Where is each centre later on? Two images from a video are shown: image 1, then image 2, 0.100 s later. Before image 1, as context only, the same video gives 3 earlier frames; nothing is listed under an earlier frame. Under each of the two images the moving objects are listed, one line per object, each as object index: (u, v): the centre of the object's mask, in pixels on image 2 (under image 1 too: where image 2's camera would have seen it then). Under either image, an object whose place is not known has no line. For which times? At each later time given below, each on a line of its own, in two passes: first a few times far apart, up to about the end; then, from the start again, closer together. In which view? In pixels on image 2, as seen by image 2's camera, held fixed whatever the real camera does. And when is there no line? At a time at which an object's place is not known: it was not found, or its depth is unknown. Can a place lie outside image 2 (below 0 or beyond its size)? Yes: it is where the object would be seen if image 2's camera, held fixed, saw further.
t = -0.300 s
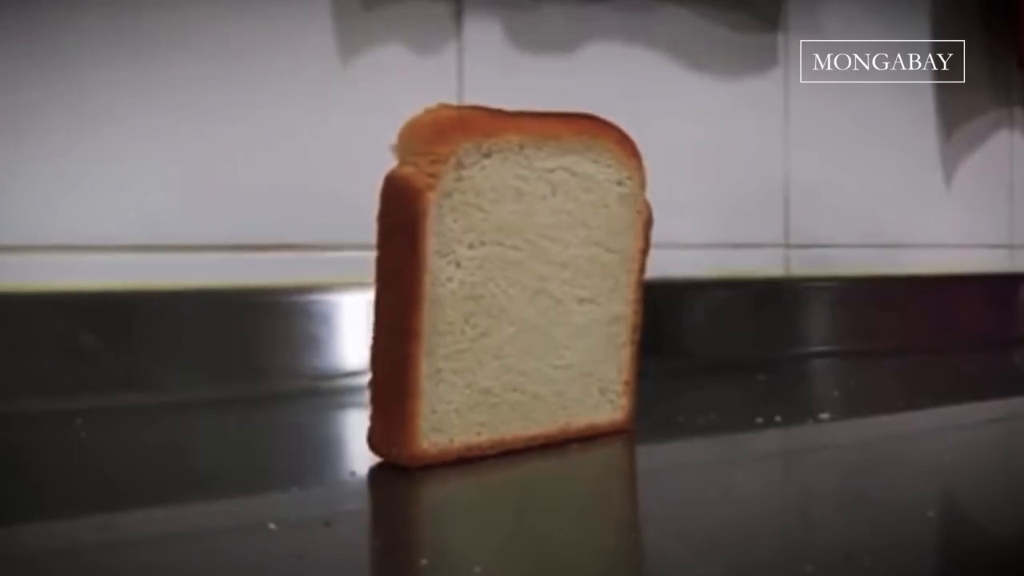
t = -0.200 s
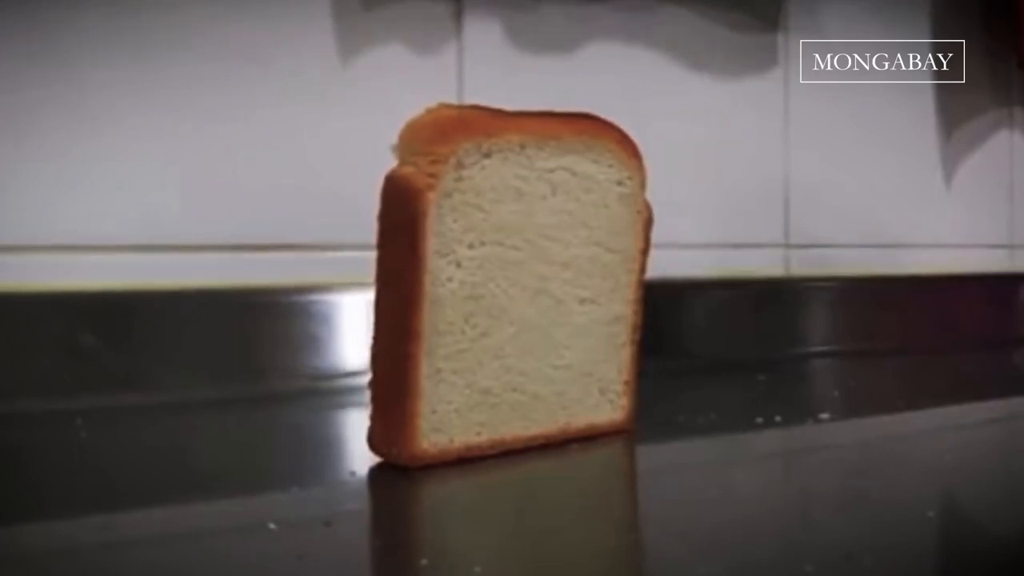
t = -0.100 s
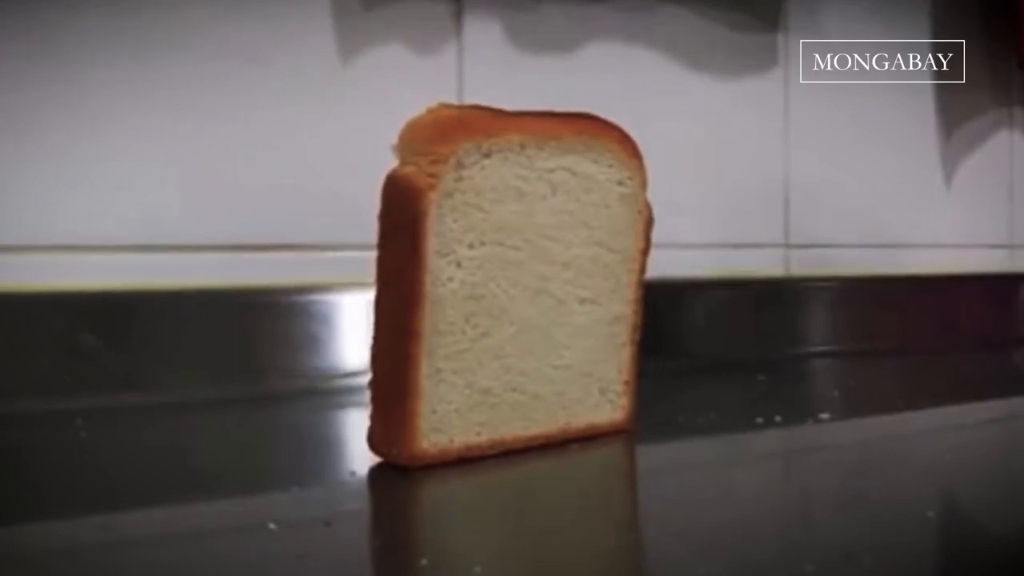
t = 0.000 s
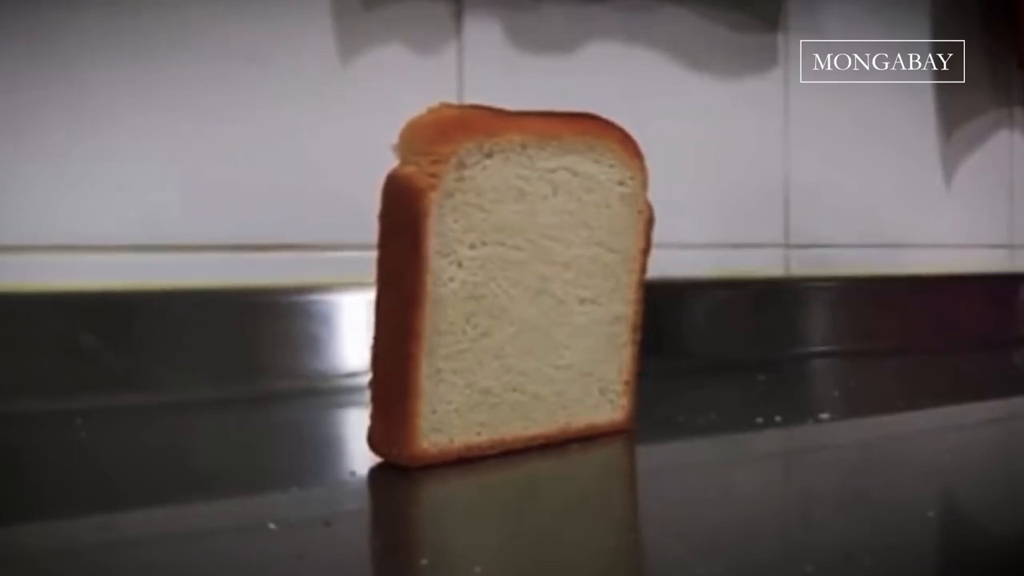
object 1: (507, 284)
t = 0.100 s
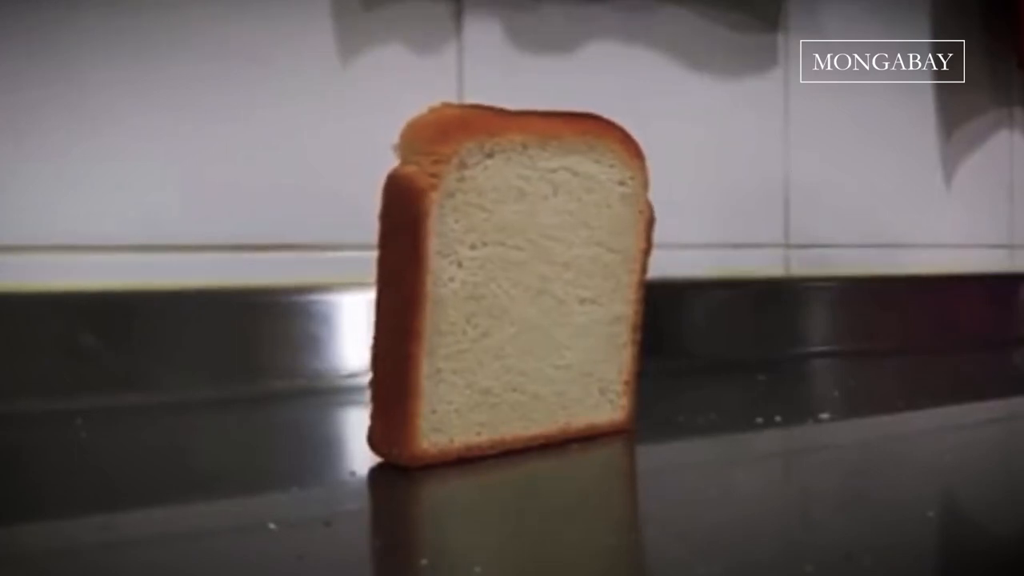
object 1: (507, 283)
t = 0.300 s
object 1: (508, 283)
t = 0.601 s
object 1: (514, 282)
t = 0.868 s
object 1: (564, 286)
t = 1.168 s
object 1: (675, 459)
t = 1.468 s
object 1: (675, 459)
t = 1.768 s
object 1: (675, 459)
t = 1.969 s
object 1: (675, 459)
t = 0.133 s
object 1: (507, 283)
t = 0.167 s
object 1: (507, 283)
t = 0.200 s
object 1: (508, 283)
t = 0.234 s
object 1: (508, 283)
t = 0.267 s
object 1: (508, 283)
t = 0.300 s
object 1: (508, 283)
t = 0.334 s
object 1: (509, 283)
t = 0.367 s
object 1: (509, 283)
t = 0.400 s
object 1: (509, 283)
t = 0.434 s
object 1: (510, 283)
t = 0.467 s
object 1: (510, 282)
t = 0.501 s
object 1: (511, 282)
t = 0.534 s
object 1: (512, 282)
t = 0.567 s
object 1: (513, 282)
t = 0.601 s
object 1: (514, 282)
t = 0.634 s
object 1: (516, 281)
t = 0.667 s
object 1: (518, 281)
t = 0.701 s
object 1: (520, 281)
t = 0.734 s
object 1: (524, 280)
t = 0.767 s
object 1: (529, 280)
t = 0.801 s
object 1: (537, 280)
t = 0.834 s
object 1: (547, 281)
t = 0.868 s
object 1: (564, 286)
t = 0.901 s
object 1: (588, 299)
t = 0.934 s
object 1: (624, 334)
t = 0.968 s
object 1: (676, 444)
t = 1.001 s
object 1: (675, 458)
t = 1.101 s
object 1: (675, 459)
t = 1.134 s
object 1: (675, 459)
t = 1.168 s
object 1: (675, 459)
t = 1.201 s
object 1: (675, 459)
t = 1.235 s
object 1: (675, 459)
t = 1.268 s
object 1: (675, 459)
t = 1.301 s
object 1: (675, 459)
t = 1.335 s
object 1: (675, 459)
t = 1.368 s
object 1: (675, 459)
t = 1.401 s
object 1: (675, 459)
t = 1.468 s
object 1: (675, 459)
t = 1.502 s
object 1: (675, 459)
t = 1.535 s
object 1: (675, 459)
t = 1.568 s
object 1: (675, 459)
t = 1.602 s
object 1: (675, 459)
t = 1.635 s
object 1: (675, 459)
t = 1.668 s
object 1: (675, 459)
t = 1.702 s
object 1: (675, 459)
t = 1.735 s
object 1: (675, 459)
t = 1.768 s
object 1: (675, 459)
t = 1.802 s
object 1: (675, 459)
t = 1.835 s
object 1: (675, 459)
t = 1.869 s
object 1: (675, 459)
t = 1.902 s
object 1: (675, 459)
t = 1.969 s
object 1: (675, 459)
